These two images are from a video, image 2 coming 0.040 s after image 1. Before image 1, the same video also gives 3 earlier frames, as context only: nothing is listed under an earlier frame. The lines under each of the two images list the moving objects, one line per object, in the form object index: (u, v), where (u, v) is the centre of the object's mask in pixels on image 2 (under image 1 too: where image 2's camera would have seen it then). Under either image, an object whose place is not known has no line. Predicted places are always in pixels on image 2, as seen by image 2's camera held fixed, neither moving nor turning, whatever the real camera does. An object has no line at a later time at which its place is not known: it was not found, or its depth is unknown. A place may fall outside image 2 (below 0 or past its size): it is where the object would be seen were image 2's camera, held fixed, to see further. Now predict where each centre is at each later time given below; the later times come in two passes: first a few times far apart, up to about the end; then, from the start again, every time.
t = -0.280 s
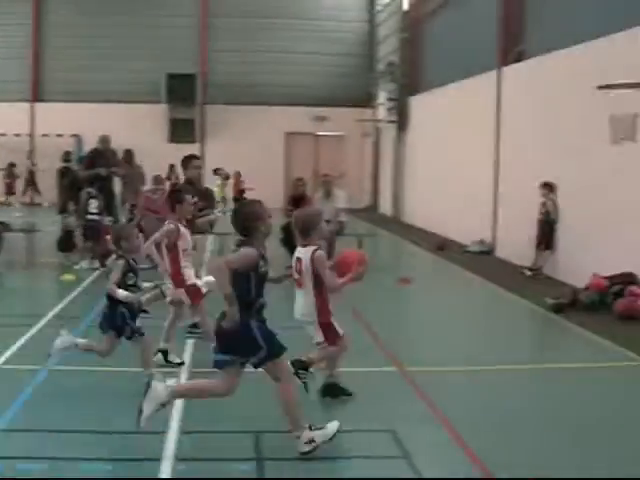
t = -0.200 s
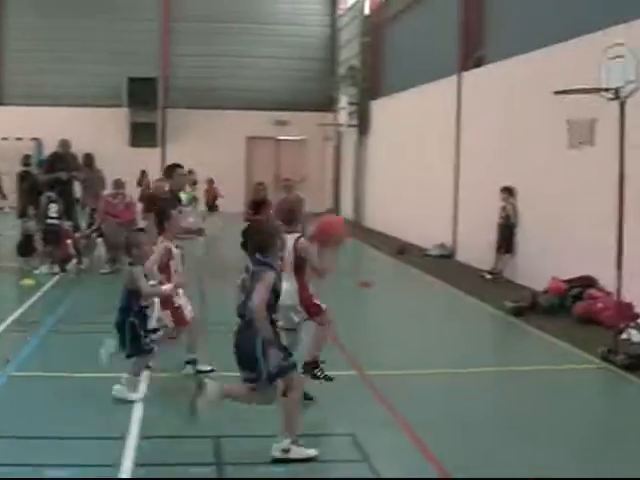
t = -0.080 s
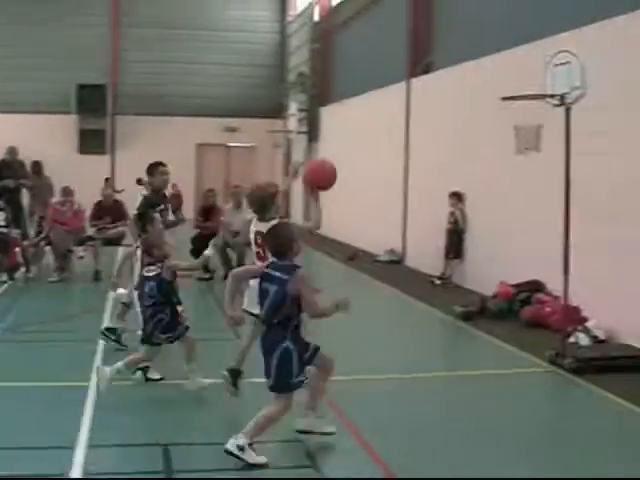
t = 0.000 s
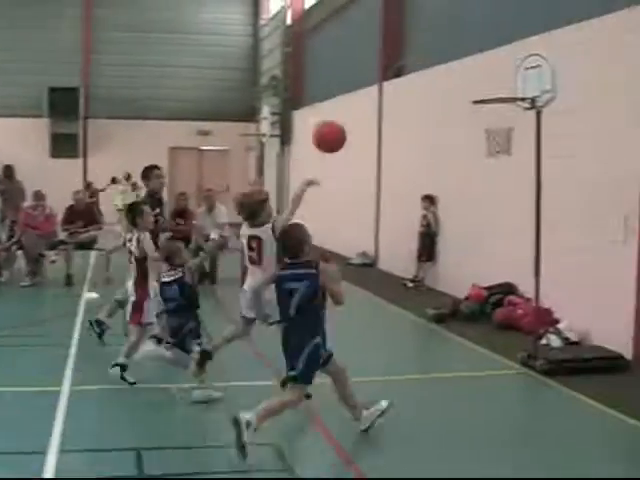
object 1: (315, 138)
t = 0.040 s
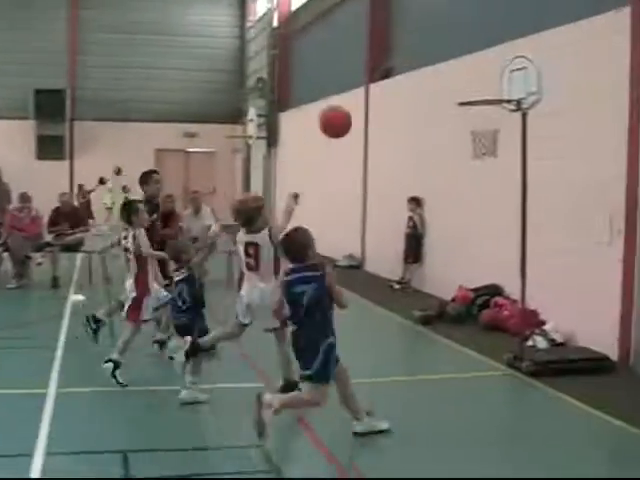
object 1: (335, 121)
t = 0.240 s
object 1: (424, 78)
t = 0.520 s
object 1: (518, 94)
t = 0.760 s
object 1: (568, 153)
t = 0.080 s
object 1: (353, 108)
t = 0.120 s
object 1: (372, 96)
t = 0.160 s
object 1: (390, 88)
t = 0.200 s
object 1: (407, 81)
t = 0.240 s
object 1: (424, 78)
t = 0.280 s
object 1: (440, 76)
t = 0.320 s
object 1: (456, 77)
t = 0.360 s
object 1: (472, 79)
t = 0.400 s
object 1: (487, 84)
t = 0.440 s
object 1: (501, 90)
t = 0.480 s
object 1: (510, 91)
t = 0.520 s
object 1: (518, 94)
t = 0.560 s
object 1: (527, 98)
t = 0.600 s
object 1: (535, 105)
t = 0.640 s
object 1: (543, 114)
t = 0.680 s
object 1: (552, 124)
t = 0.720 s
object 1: (560, 138)
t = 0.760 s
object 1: (568, 153)
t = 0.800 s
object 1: (576, 171)
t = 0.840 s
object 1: (584, 191)
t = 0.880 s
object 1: (592, 214)
